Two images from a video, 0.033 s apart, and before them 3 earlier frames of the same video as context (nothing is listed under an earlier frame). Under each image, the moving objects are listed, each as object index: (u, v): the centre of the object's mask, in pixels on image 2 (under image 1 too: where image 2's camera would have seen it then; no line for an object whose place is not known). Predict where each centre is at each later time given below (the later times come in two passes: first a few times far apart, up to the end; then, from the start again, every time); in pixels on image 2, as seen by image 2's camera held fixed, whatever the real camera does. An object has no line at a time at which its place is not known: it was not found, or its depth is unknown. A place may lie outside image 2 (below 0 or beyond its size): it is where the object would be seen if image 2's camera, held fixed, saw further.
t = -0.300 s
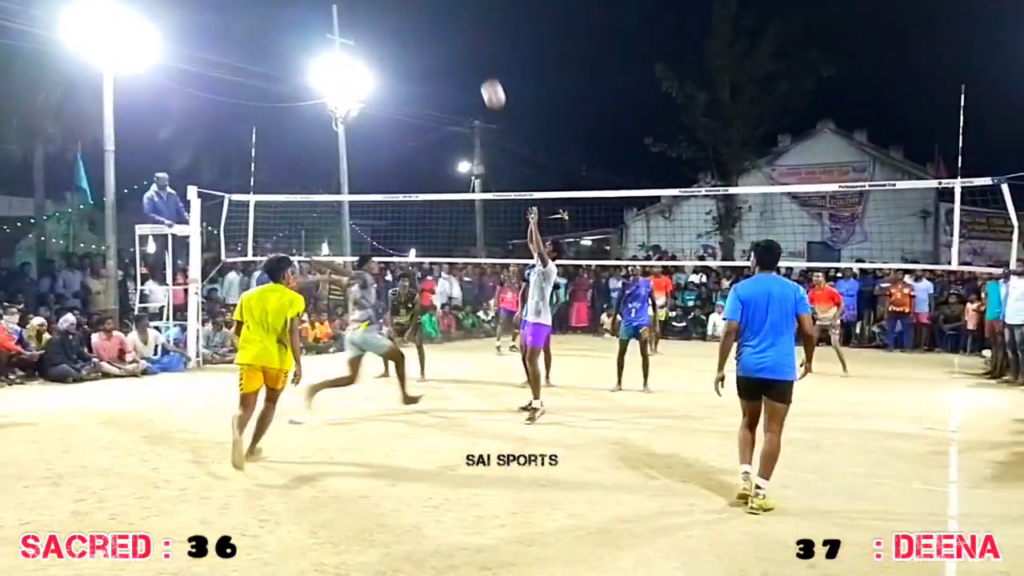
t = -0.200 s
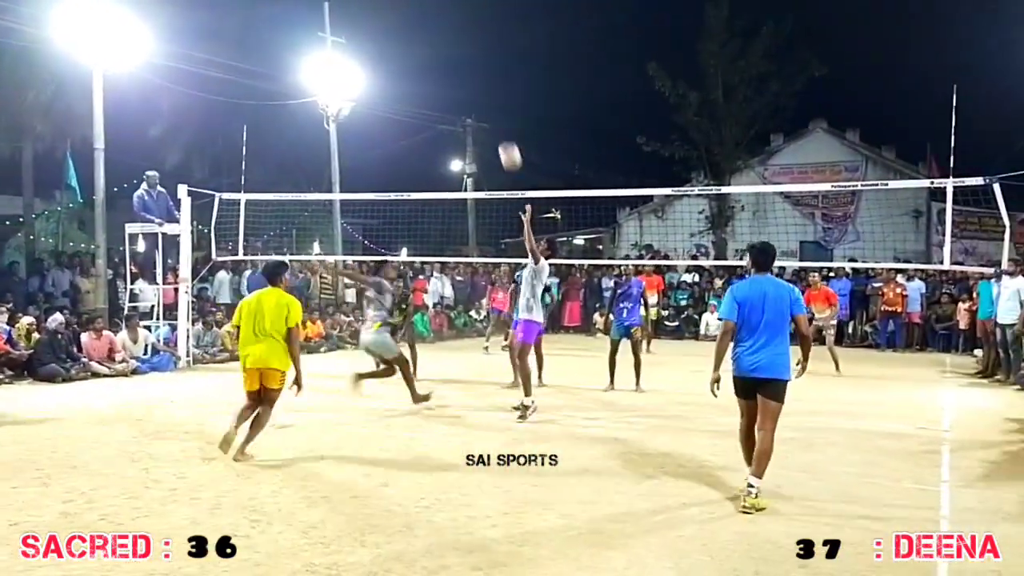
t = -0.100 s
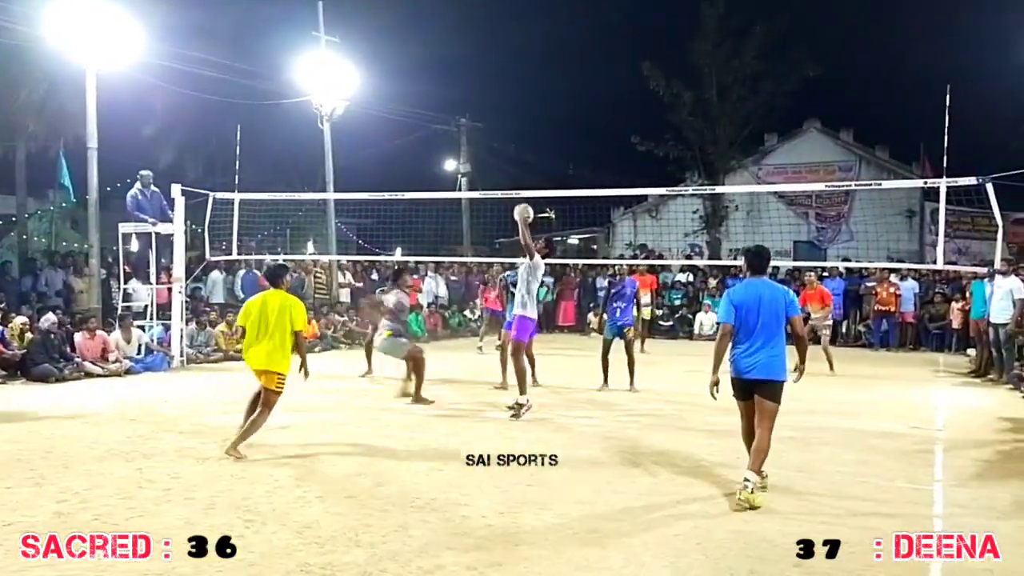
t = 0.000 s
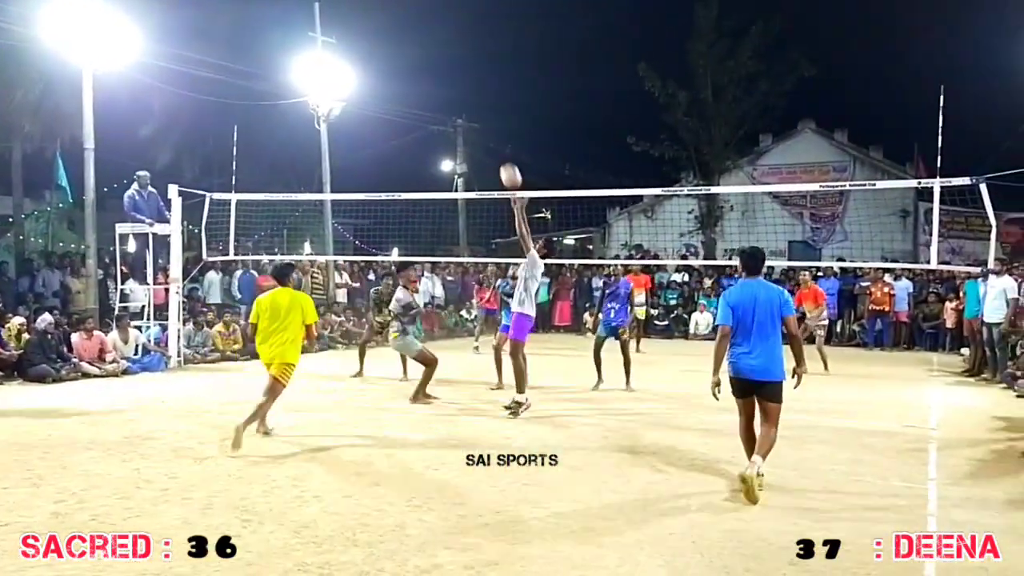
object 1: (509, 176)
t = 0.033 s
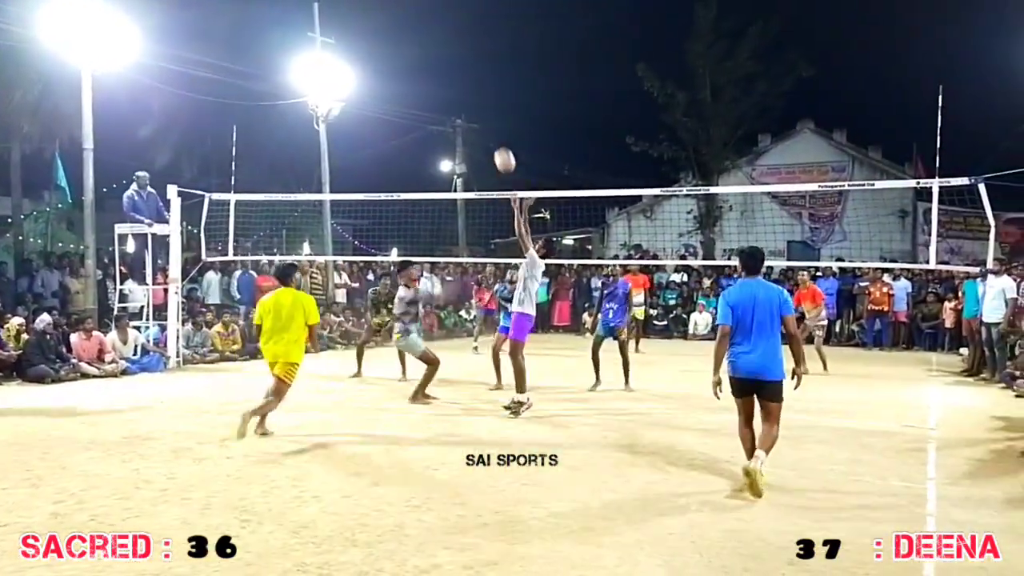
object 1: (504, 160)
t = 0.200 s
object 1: (480, 96)
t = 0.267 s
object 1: (470, 78)
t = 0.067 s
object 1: (499, 145)
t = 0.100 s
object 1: (494, 132)
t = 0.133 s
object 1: (489, 119)
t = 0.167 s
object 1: (485, 107)
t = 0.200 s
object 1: (480, 96)
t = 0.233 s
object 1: (475, 87)
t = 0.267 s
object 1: (470, 78)
